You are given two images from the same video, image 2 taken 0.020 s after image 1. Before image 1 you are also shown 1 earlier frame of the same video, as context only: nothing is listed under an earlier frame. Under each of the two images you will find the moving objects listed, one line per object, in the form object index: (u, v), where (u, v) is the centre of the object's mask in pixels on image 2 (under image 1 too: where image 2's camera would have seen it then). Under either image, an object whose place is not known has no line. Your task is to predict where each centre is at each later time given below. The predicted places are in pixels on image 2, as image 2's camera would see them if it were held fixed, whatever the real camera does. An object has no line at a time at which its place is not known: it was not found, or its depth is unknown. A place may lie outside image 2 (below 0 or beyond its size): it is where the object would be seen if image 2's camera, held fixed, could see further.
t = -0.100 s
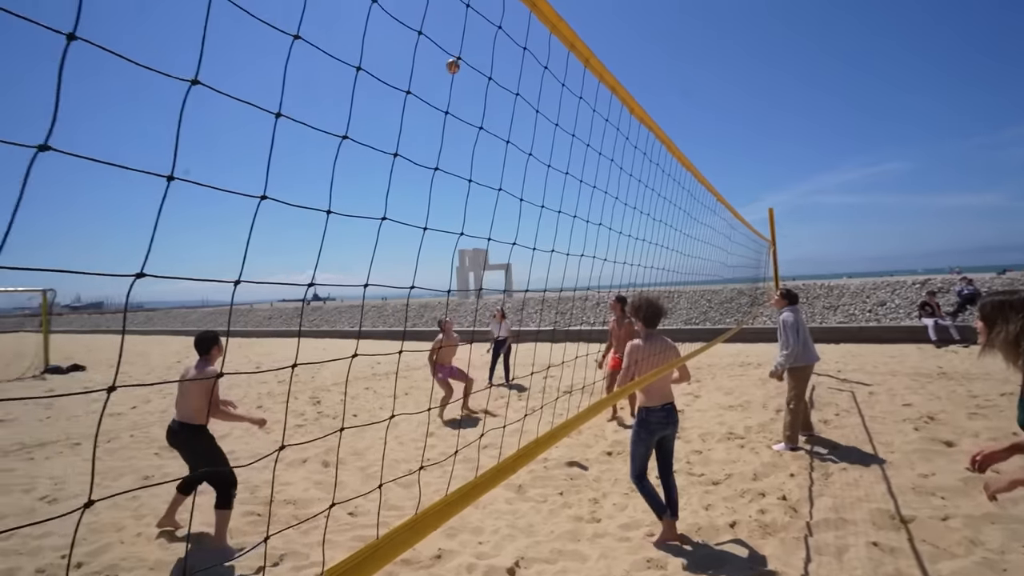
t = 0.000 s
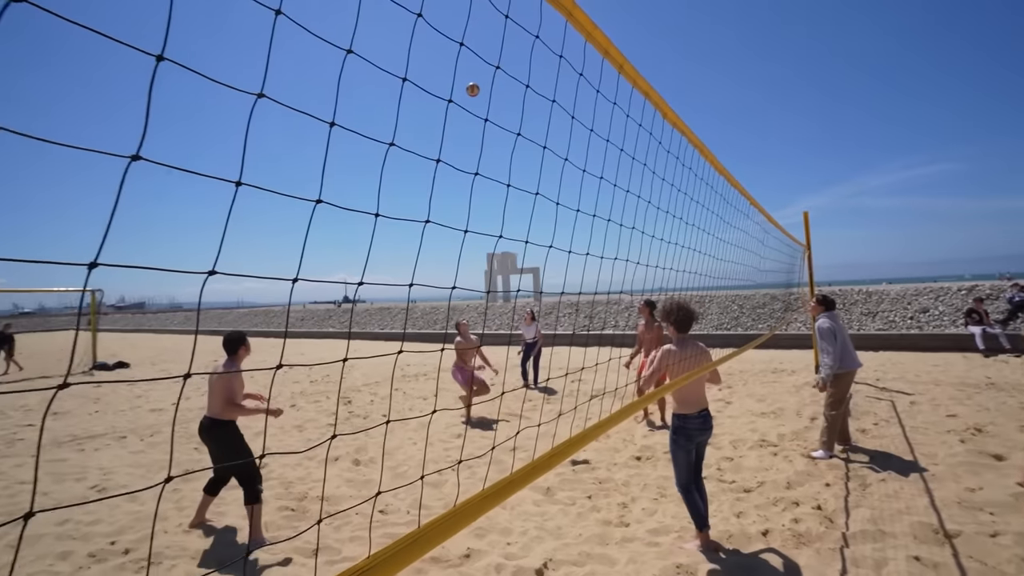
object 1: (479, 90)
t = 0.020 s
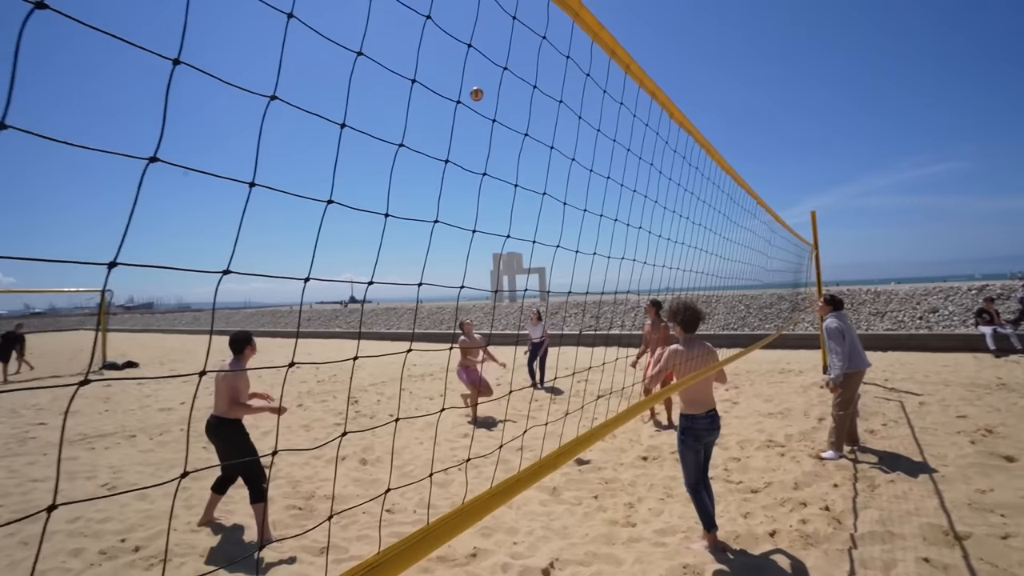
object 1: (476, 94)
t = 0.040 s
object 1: (474, 98)
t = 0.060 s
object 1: (472, 102)
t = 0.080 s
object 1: (469, 107)
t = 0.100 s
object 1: (467, 112)
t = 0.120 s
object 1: (464, 117)
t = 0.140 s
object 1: (462, 123)
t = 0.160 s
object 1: (459, 128)
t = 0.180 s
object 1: (457, 134)
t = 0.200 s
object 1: (454, 140)
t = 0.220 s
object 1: (452, 146)
